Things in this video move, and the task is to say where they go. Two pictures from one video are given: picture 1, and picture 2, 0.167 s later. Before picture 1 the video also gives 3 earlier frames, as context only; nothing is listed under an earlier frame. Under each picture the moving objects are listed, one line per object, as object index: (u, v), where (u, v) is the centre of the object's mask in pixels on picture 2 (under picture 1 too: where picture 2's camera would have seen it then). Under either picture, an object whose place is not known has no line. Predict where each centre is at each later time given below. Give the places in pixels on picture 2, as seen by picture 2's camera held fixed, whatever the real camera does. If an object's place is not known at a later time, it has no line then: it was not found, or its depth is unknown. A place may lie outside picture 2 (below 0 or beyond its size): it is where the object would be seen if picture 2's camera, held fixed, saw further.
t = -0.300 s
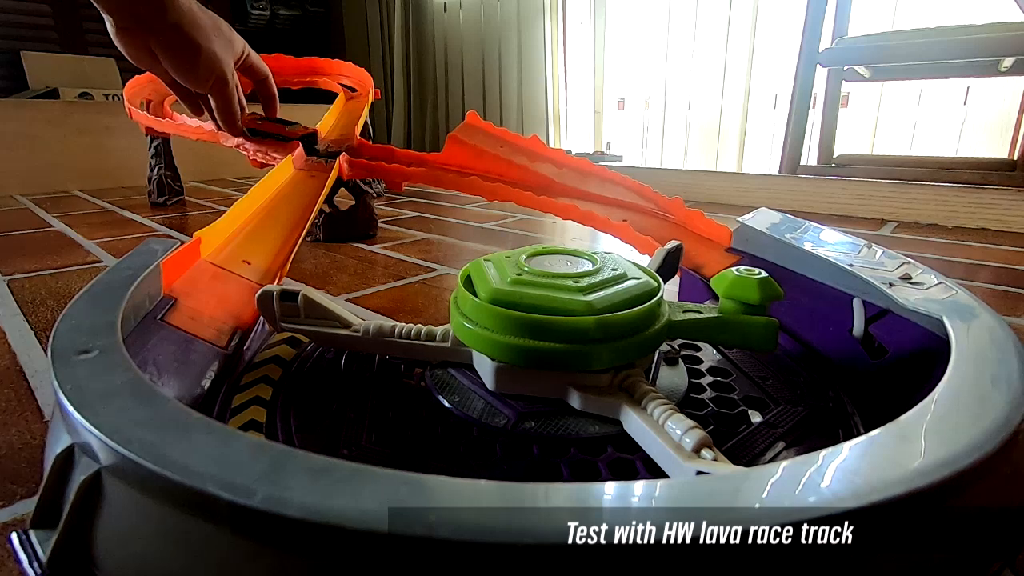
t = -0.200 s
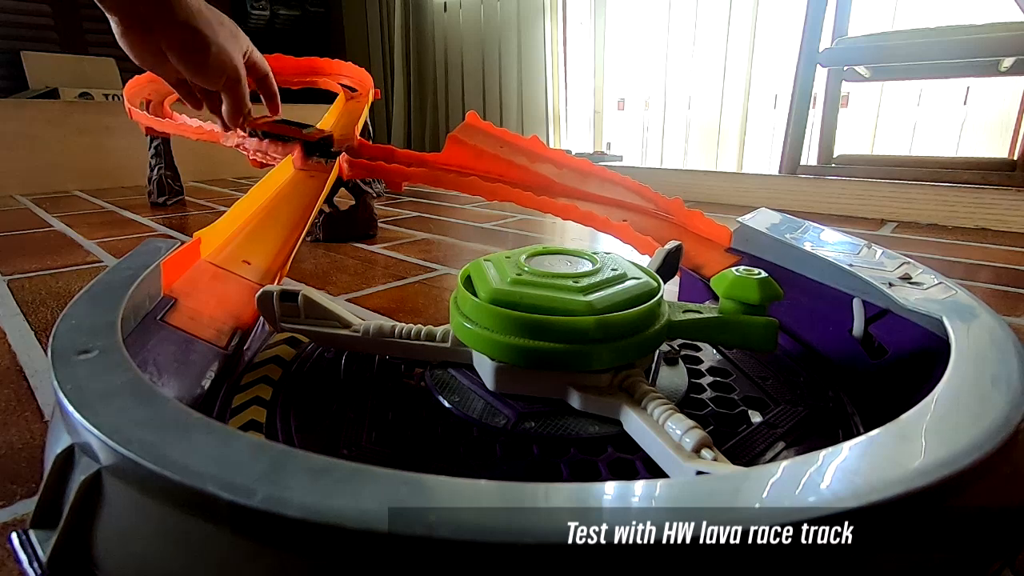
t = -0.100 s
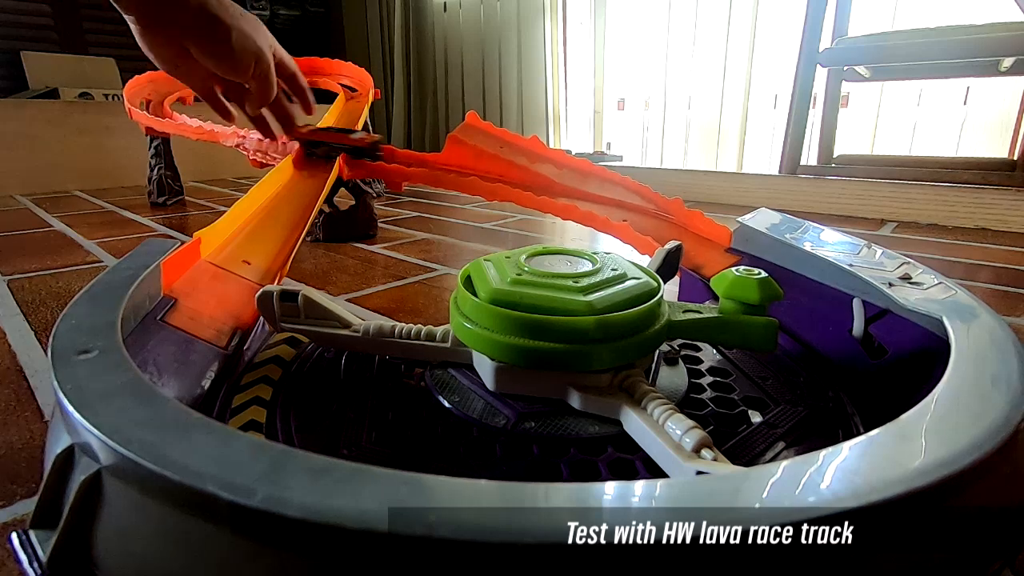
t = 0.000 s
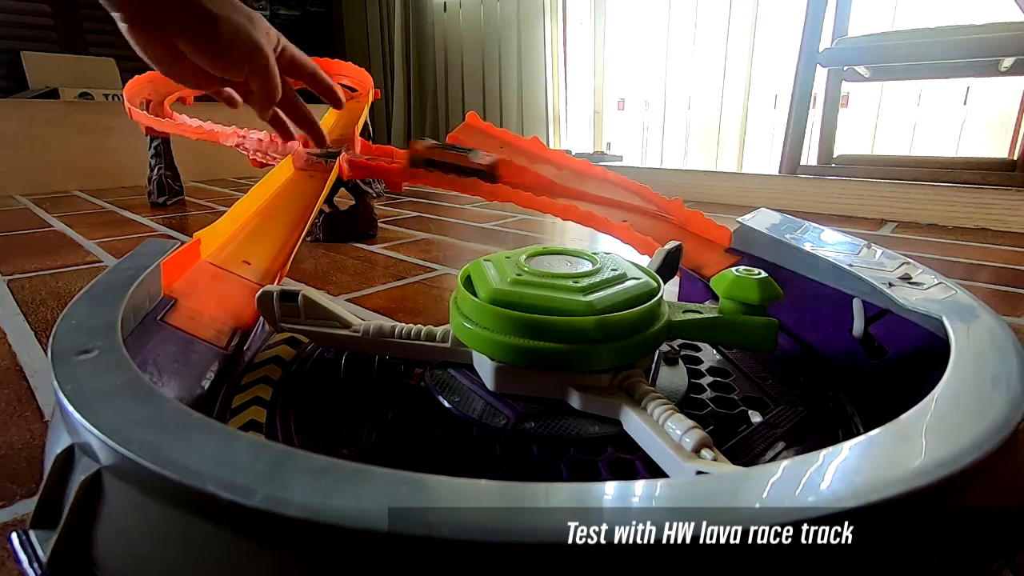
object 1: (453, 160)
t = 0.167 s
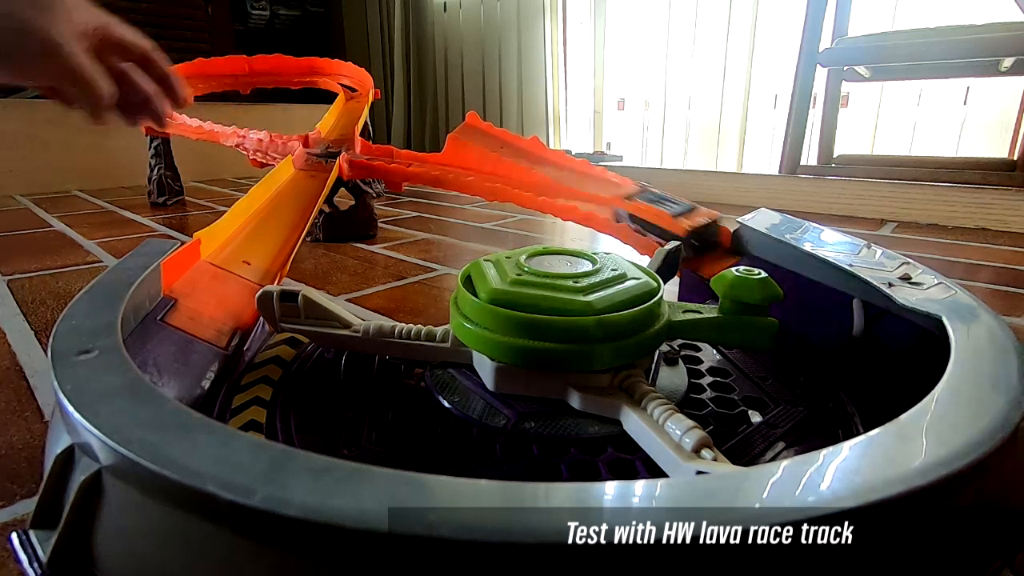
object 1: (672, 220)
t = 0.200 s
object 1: (715, 240)
